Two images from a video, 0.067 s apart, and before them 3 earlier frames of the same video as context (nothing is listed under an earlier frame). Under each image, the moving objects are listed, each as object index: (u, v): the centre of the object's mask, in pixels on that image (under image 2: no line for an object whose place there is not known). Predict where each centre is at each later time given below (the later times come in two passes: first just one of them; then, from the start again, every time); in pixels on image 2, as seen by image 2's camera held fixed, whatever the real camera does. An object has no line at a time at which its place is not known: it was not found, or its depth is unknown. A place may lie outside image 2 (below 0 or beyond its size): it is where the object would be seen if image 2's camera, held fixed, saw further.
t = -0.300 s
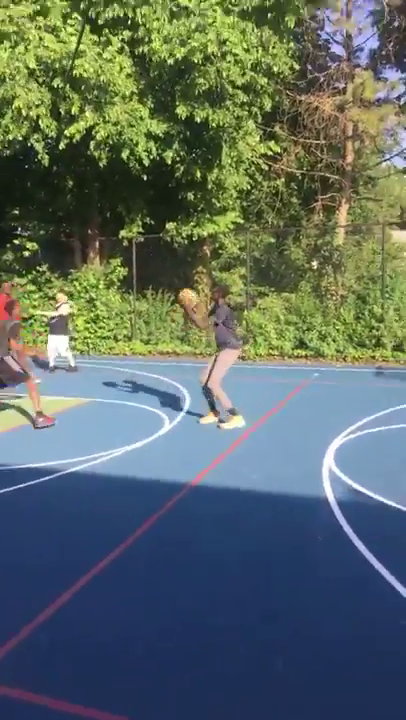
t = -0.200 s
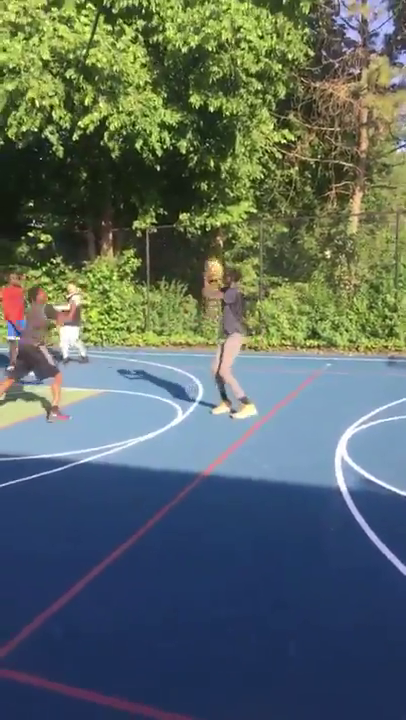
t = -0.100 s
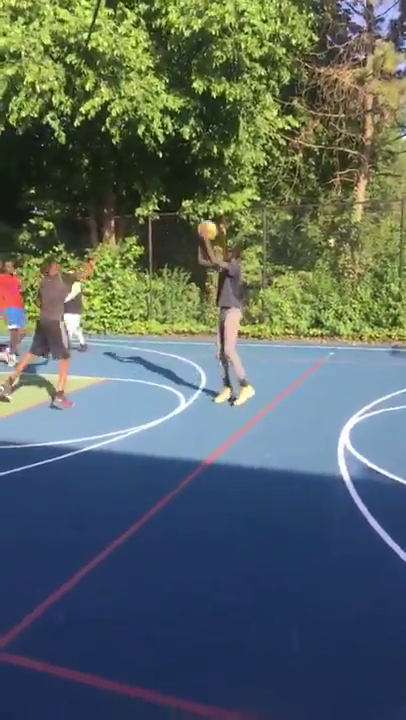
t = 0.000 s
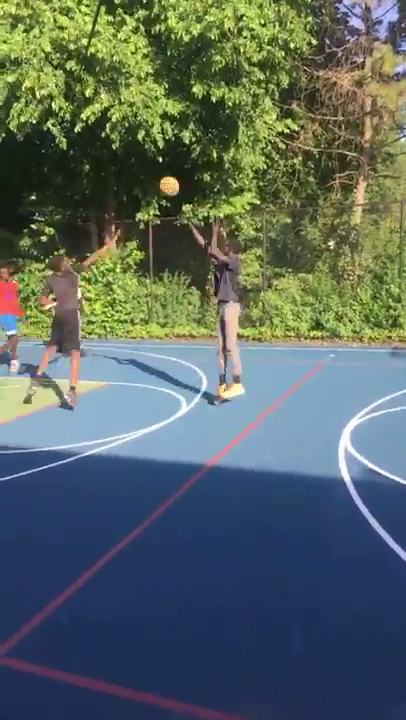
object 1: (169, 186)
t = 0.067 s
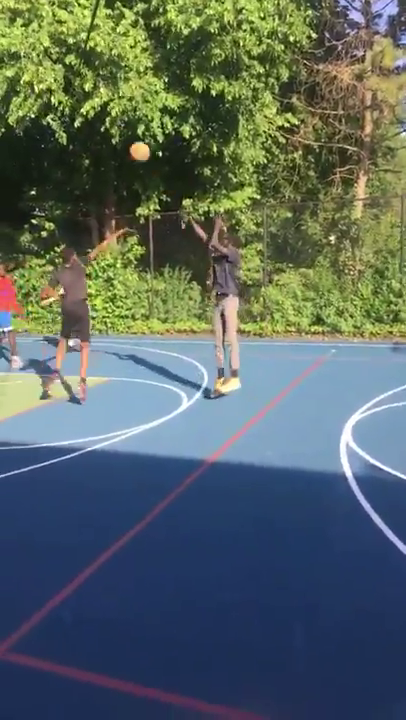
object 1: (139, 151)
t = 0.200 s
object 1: (87, 108)
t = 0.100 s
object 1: (125, 139)
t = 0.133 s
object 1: (111, 127)
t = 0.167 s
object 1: (100, 118)
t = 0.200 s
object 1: (87, 108)
